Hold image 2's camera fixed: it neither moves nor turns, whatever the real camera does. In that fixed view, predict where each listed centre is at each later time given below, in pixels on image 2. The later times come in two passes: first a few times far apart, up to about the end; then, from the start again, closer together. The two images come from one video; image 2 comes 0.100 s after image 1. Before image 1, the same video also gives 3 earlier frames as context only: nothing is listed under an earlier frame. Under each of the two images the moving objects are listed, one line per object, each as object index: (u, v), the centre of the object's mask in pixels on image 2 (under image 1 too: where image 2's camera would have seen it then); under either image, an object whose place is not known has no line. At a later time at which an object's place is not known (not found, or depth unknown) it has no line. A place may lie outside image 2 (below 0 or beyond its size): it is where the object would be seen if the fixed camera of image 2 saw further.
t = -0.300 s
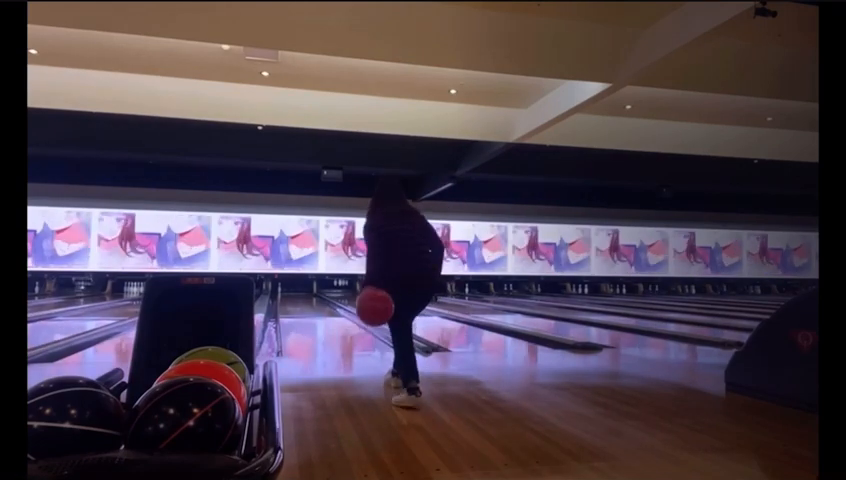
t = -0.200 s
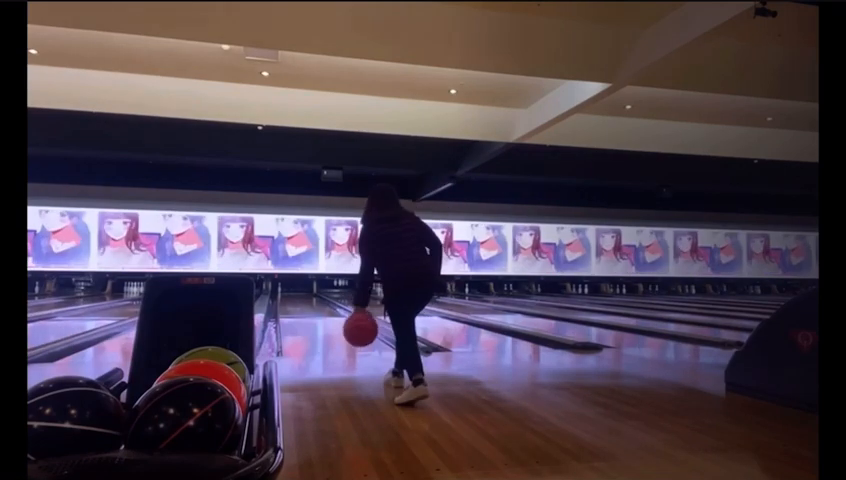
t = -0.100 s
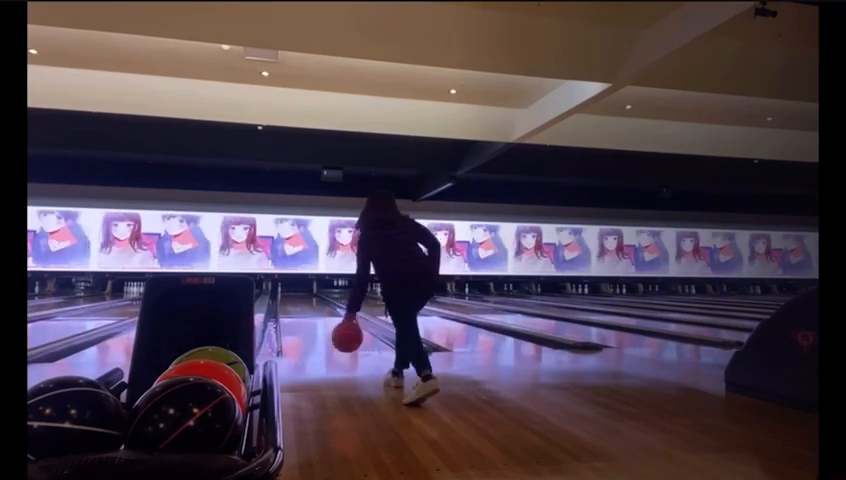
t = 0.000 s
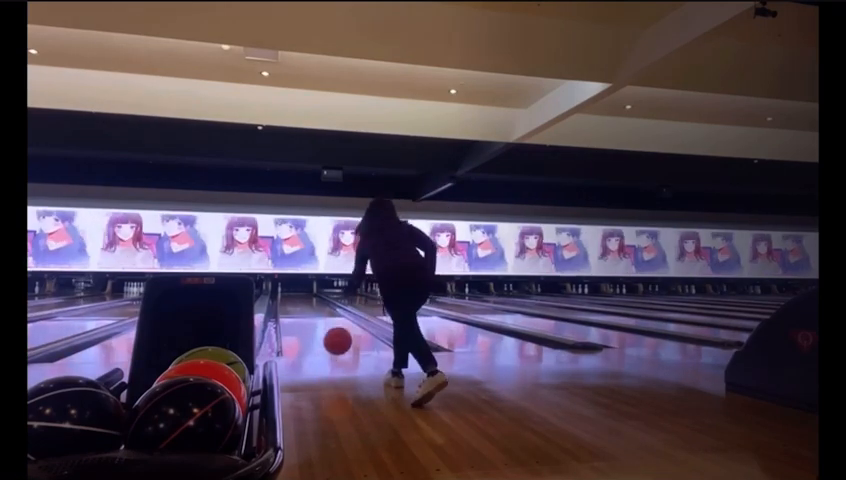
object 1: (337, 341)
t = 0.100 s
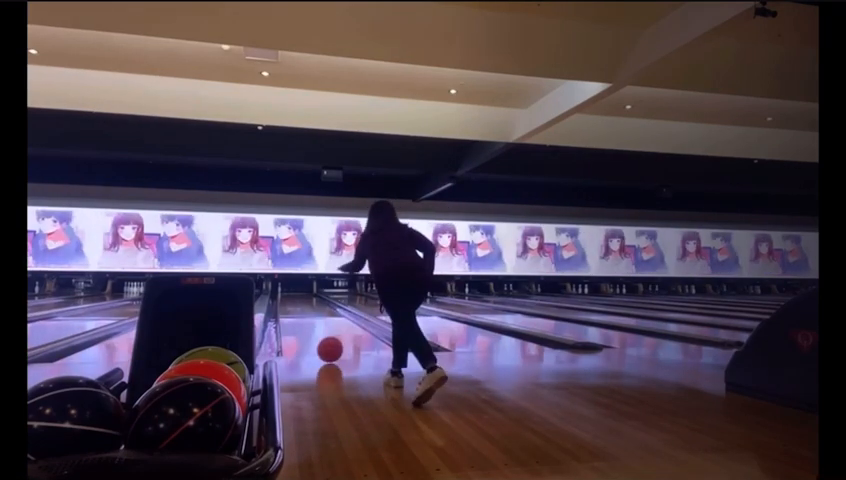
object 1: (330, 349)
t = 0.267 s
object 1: (320, 339)
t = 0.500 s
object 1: (311, 328)
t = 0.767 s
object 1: (303, 320)
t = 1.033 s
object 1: (297, 314)
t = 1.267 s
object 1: (294, 310)
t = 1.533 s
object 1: (290, 307)
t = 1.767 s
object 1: (287, 303)
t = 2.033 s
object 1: (285, 301)
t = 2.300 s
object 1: (283, 299)
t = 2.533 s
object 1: (281, 297)
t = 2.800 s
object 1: (278, 296)
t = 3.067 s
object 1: (277, 295)
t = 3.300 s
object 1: (273, 295)
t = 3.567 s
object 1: (273, 294)
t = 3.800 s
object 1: (273, 294)
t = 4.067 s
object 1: (273, 293)
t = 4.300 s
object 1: (273, 292)
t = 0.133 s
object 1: (328, 347)
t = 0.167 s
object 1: (326, 345)
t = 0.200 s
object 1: (324, 343)
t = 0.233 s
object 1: (322, 341)
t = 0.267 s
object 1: (320, 339)
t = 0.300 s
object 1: (319, 337)
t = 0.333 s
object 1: (317, 336)
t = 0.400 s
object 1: (314, 332)
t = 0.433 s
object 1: (313, 331)
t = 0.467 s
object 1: (312, 330)
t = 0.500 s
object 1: (311, 328)
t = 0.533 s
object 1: (310, 327)
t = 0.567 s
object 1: (309, 326)
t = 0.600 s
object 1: (308, 325)
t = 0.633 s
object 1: (306, 324)
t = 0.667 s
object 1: (306, 322)
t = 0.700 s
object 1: (305, 321)
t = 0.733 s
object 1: (304, 320)
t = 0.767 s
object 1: (303, 320)
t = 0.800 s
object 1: (303, 319)
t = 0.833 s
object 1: (302, 318)
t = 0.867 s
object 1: (301, 317)
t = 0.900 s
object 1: (300, 317)
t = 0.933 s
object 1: (299, 315)
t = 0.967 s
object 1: (299, 315)
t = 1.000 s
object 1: (298, 314)
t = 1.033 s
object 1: (297, 314)
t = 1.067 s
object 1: (297, 313)
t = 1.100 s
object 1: (296, 312)
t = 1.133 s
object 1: (295, 312)
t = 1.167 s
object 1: (295, 311)
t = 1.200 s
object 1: (294, 311)
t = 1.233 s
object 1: (294, 310)
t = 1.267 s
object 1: (294, 310)
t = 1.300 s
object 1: (293, 310)
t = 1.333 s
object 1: (292, 309)
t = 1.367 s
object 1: (292, 309)
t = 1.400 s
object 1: (291, 308)
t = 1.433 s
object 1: (290, 308)
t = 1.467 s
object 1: (290, 308)
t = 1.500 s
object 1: (290, 307)
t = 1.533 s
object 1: (290, 307)
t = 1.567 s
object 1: (289, 306)
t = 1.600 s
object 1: (289, 305)
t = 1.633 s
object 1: (288, 305)
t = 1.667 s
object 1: (288, 305)
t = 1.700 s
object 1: (288, 304)
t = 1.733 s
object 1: (287, 304)
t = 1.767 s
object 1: (287, 303)
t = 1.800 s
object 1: (287, 303)
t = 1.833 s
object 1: (286, 302)
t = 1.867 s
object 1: (286, 302)
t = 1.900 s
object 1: (286, 302)
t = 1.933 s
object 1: (286, 301)
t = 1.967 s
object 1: (285, 301)
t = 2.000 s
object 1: (285, 301)
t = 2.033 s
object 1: (285, 301)
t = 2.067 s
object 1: (284, 301)
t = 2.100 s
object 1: (284, 300)
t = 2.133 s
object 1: (284, 300)
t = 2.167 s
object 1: (284, 300)
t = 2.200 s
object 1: (284, 300)
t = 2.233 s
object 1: (283, 299)
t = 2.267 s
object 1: (283, 299)
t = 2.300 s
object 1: (283, 299)
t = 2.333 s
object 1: (282, 298)
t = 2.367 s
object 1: (282, 299)
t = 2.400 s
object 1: (282, 299)
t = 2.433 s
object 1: (282, 299)
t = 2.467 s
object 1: (282, 298)
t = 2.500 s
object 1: (281, 298)
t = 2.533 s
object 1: (281, 297)
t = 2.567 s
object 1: (281, 297)
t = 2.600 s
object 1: (281, 297)
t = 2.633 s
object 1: (281, 297)
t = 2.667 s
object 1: (281, 297)
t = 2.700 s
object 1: (280, 296)
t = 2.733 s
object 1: (280, 296)
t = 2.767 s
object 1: (280, 296)
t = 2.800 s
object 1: (278, 296)
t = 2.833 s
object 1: (278, 295)
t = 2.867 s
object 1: (279, 295)
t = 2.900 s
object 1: (279, 295)
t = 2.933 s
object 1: (278, 295)
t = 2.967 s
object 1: (278, 295)
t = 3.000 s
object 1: (278, 295)
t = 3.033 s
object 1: (278, 295)
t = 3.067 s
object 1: (277, 295)
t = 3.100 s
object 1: (277, 295)
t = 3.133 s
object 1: (277, 295)
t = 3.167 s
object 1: (276, 295)
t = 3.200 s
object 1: (276, 295)
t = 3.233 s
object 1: (274, 295)
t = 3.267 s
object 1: (273, 295)
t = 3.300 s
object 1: (273, 295)
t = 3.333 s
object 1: (273, 295)
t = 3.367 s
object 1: (273, 295)
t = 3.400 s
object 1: (273, 295)
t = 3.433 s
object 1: (273, 295)
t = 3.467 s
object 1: (273, 295)
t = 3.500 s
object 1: (273, 295)
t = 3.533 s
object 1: (273, 295)
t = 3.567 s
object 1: (273, 294)
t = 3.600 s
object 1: (273, 294)
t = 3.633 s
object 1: (273, 294)
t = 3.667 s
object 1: (273, 294)
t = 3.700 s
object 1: (273, 294)
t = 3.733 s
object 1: (273, 294)
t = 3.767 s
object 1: (273, 294)
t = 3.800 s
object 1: (273, 294)
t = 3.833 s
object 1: (273, 294)
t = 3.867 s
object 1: (273, 294)
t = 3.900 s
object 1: (273, 293)
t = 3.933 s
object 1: (273, 293)
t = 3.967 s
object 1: (273, 293)
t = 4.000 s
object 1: (273, 293)
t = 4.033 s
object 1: (273, 293)
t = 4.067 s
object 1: (273, 293)
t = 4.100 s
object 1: (273, 293)
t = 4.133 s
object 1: (273, 293)
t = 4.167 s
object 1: (273, 293)
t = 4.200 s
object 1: (273, 293)
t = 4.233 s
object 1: (274, 293)
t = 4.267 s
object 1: (274, 293)
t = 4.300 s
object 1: (273, 292)
